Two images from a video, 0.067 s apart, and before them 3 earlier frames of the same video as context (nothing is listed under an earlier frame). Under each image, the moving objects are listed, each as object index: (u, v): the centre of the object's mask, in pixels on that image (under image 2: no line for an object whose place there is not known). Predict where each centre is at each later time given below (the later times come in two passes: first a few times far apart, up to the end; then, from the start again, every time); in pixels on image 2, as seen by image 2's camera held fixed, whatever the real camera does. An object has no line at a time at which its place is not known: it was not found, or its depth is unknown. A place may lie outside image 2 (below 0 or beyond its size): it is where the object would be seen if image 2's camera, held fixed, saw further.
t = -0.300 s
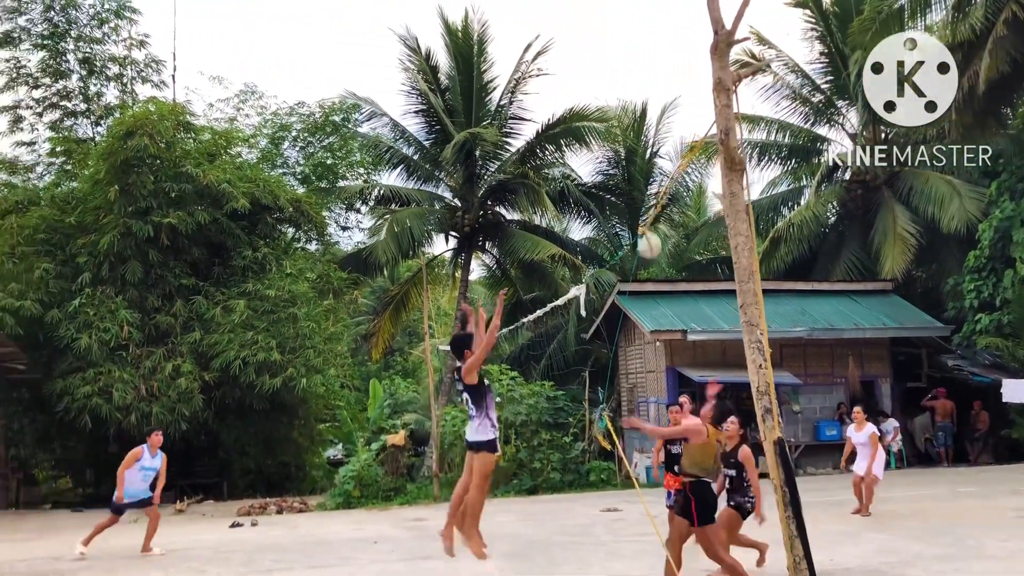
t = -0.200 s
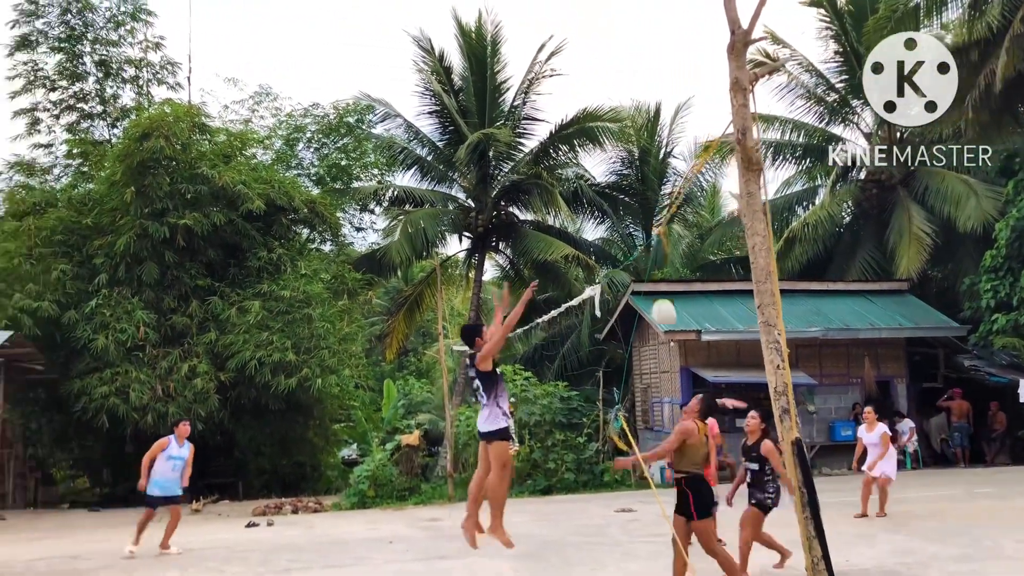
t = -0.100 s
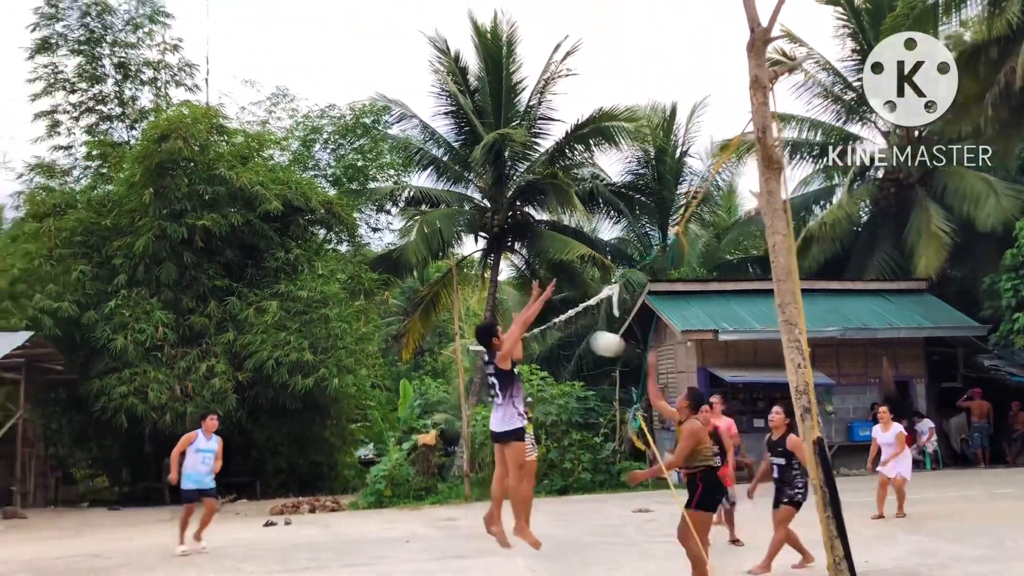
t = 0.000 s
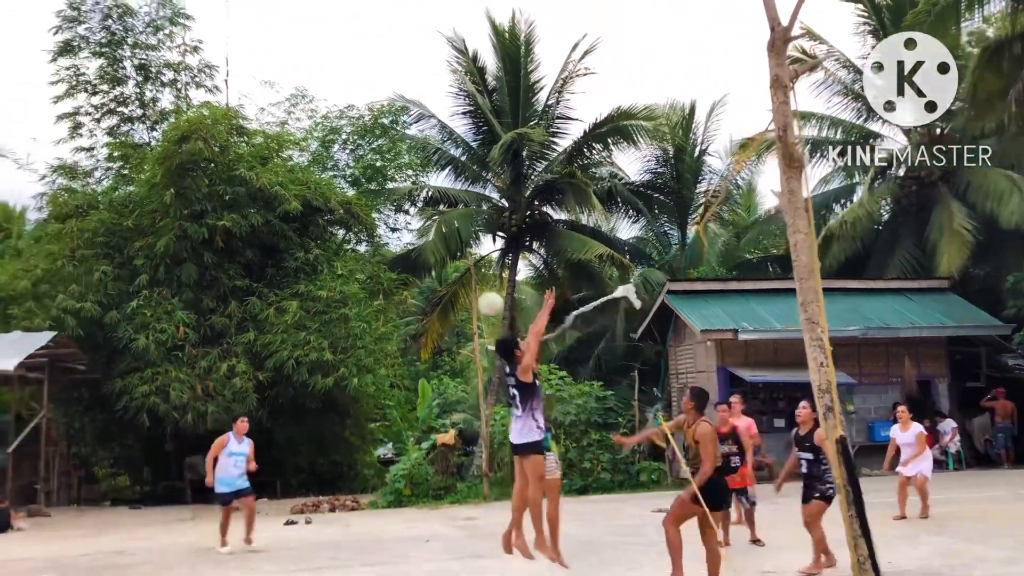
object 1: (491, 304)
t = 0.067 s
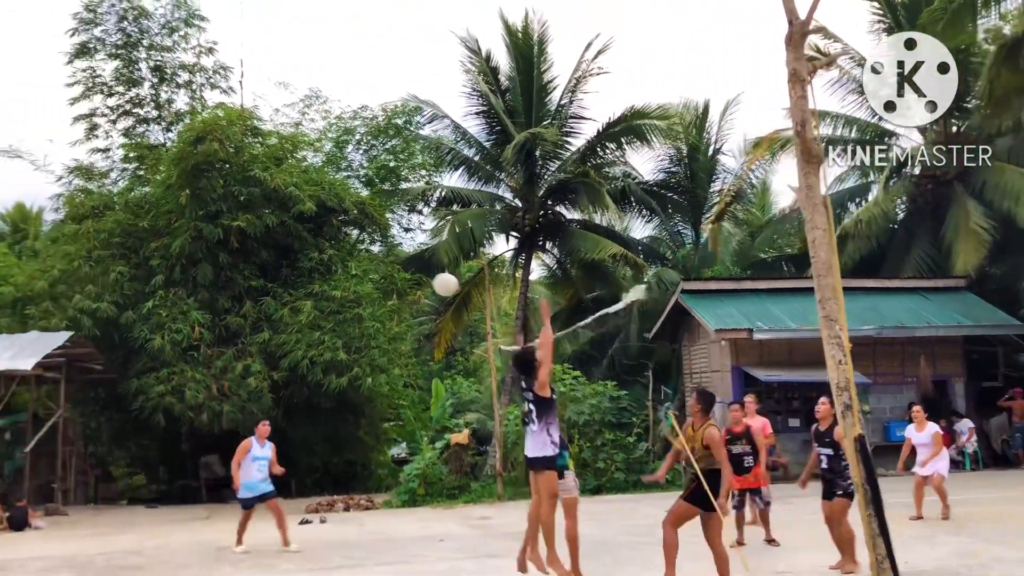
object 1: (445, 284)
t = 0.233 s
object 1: (307, 263)
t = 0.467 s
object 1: (129, 288)
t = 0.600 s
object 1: (34, 329)
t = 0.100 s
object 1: (417, 278)
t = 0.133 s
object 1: (389, 272)
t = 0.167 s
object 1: (361, 268)
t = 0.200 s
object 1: (334, 264)
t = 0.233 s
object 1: (307, 263)
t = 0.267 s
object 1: (281, 263)
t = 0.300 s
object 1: (254, 264)
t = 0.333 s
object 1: (229, 266)
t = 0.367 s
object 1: (203, 270)
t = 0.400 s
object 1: (178, 275)
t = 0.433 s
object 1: (153, 281)
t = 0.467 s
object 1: (129, 288)
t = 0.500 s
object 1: (105, 297)
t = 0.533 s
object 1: (81, 307)
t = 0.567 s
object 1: (57, 317)
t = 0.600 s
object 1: (34, 329)
